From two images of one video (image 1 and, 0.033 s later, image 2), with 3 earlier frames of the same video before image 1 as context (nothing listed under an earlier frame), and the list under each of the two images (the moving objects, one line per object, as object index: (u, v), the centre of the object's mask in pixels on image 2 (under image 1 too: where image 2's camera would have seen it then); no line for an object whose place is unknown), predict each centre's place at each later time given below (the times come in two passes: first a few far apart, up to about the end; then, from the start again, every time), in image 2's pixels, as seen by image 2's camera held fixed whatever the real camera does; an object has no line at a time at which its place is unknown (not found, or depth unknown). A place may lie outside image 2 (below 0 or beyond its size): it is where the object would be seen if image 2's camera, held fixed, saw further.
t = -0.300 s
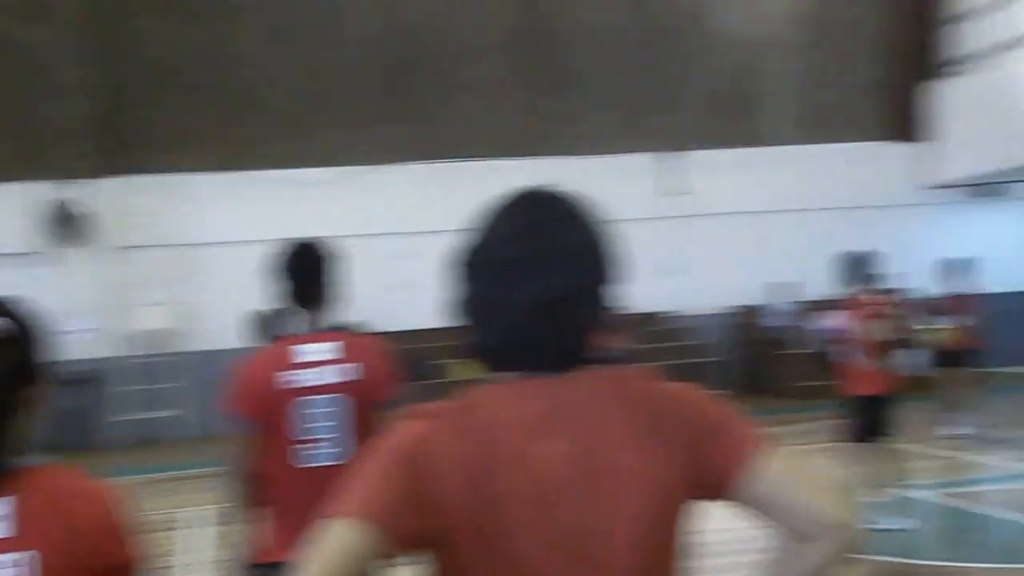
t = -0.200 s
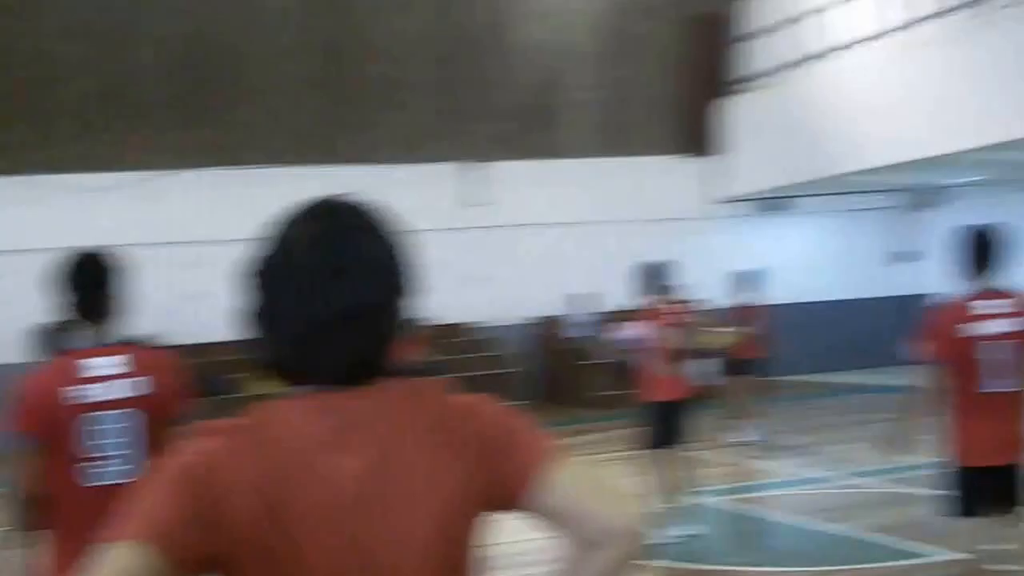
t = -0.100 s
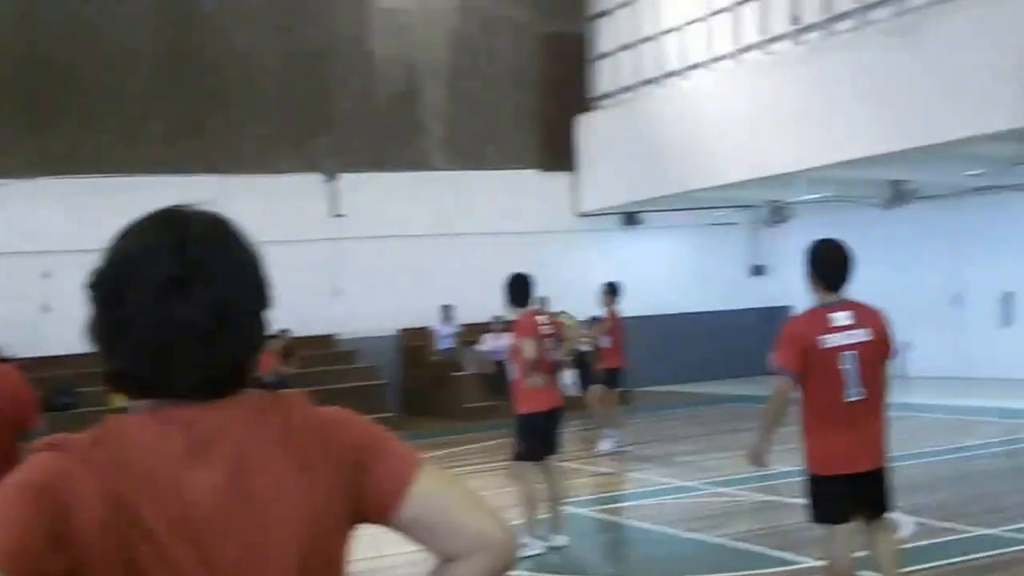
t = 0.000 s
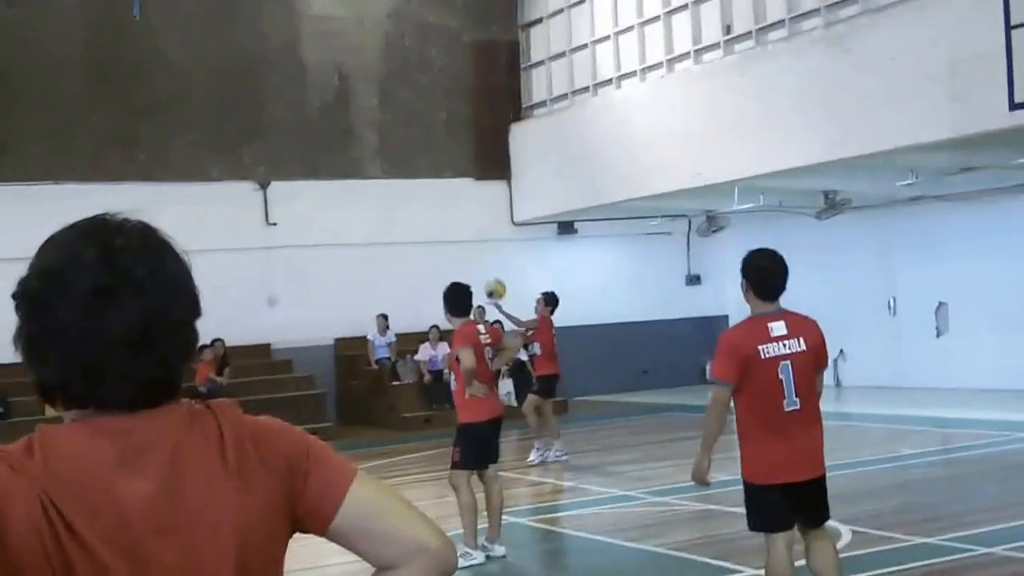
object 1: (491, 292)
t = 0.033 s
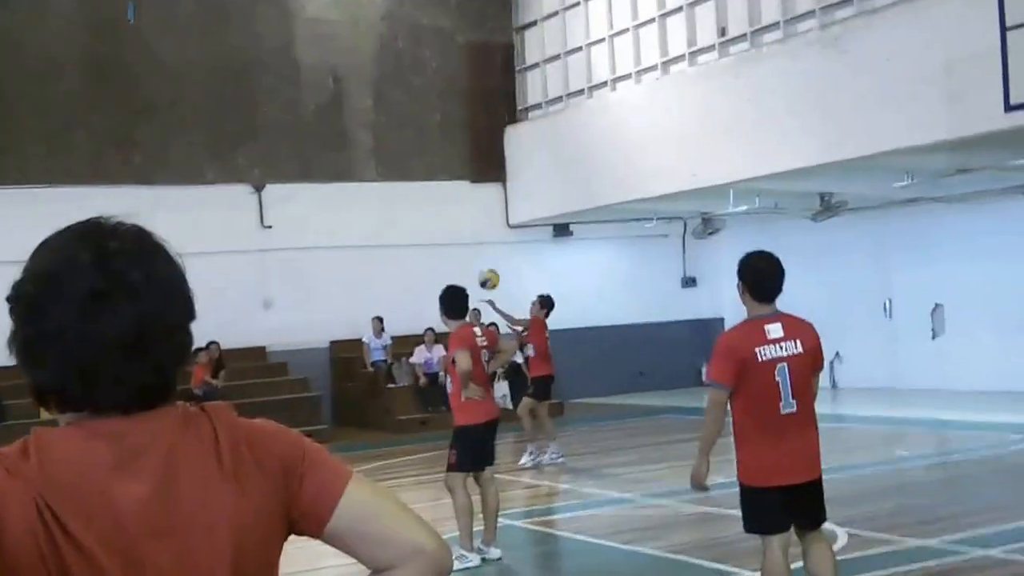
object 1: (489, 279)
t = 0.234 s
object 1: (479, 226)
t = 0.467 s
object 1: (471, 216)
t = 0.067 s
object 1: (487, 268)
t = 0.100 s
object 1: (486, 256)
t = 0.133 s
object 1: (484, 247)
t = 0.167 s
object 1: (482, 239)
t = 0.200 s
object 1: (481, 232)
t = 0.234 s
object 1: (479, 226)
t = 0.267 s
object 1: (478, 221)
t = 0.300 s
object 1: (477, 217)
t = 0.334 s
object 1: (475, 215)
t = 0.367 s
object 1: (474, 214)
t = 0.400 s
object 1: (473, 213)
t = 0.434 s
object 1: (472, 214)
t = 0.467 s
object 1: (471, 216)
